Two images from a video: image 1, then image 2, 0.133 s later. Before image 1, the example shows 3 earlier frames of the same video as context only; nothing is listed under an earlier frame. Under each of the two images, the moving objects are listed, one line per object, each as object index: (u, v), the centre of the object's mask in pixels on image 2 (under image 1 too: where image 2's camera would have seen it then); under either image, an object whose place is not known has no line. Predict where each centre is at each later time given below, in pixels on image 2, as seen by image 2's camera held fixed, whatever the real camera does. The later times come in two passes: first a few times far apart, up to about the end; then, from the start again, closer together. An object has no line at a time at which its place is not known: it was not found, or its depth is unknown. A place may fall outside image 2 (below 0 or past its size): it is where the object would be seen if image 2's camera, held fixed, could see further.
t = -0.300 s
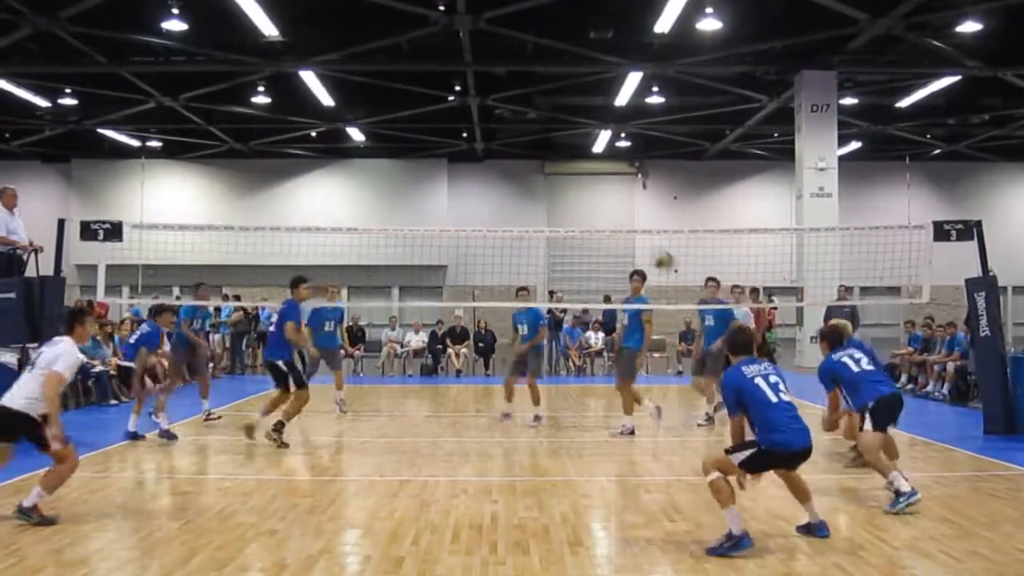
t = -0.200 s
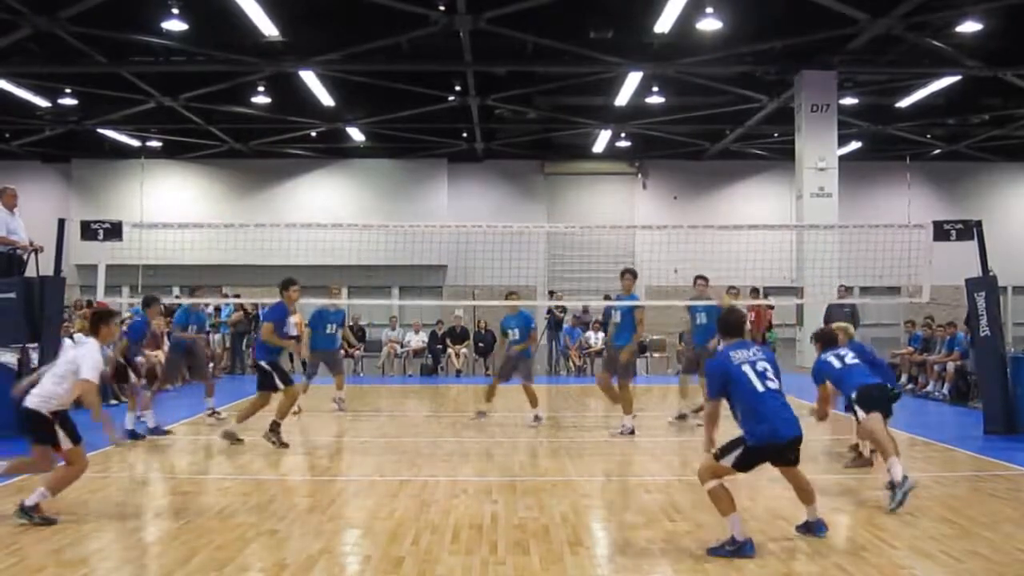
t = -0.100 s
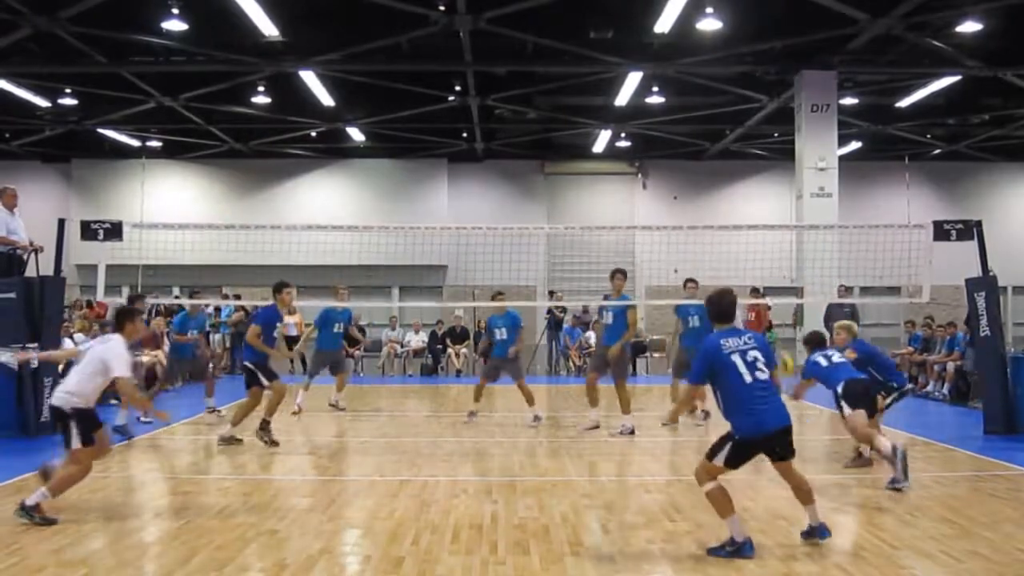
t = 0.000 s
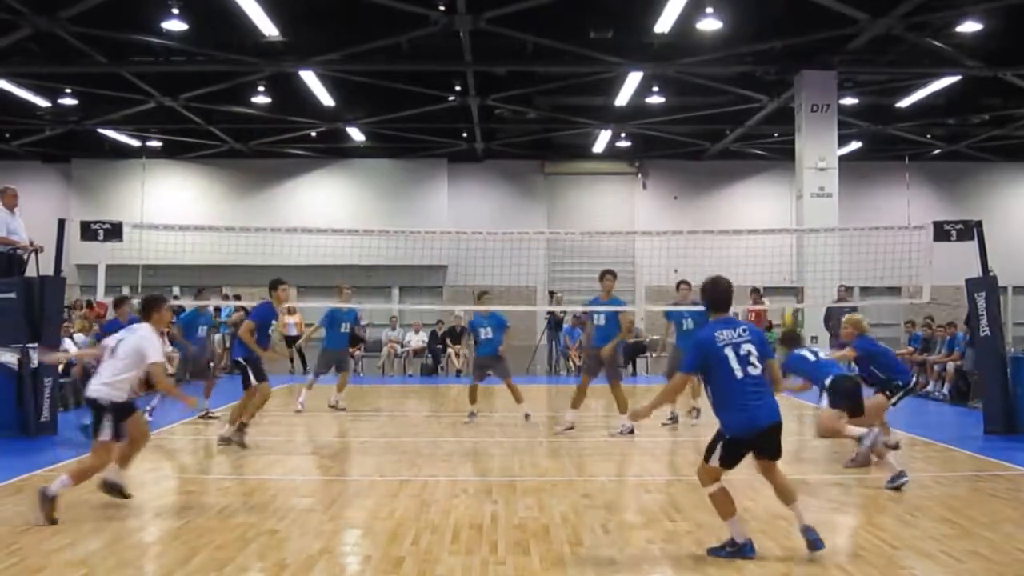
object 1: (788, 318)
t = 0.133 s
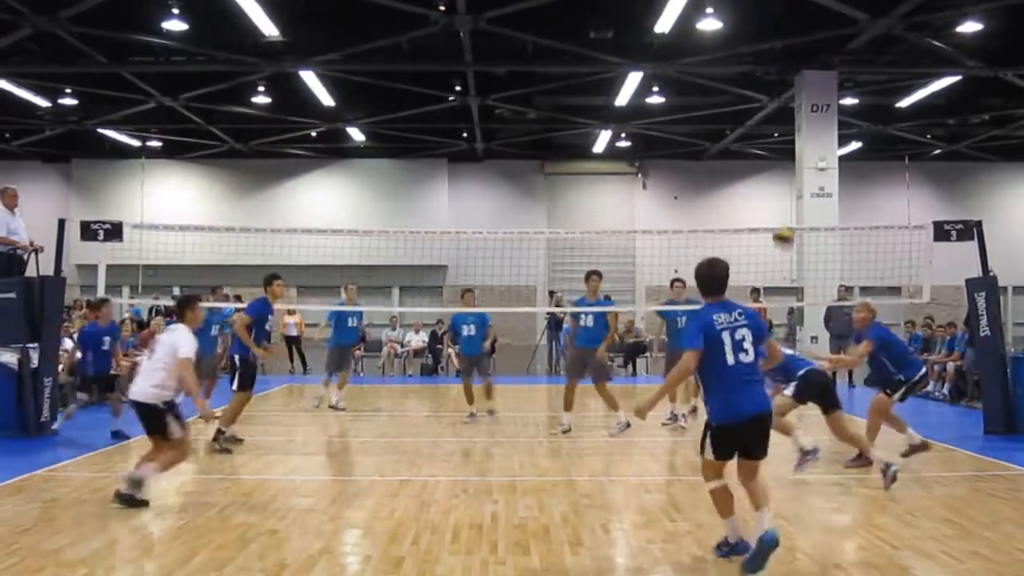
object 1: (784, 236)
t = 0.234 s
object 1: (778, 185)
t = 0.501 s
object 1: (762, 103)
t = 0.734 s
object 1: (750, 97)
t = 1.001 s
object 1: (736, 167)
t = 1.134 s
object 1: (728, 242)
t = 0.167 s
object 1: (782, 219)
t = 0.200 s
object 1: (780, 201)
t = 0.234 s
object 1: (778, 185)
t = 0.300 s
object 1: (772, 156)
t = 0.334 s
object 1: (772, 146)
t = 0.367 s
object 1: (769, 135)
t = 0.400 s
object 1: (767, 125)
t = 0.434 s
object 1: (766, 117)
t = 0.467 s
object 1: (764, 110)
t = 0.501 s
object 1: (762, 103)
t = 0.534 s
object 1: (760, 99)
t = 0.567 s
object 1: (759, 96)
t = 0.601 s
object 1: (758, 94)
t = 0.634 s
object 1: (756, 93)
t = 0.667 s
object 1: (754, 93)
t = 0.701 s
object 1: (753, 94)
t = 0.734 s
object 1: (750, 97)
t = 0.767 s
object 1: (749, 101)
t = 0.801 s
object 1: (747, 106)
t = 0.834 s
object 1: (745, 113)
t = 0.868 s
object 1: (743, 121)
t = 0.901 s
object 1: (742, 131)
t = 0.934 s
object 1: (739, 142)
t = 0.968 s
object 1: (738, 153)
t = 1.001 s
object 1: (736, 167)
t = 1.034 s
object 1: (734, 183)
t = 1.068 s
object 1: (733, 202)
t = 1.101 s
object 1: (731, 221)
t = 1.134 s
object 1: (728, 242)
